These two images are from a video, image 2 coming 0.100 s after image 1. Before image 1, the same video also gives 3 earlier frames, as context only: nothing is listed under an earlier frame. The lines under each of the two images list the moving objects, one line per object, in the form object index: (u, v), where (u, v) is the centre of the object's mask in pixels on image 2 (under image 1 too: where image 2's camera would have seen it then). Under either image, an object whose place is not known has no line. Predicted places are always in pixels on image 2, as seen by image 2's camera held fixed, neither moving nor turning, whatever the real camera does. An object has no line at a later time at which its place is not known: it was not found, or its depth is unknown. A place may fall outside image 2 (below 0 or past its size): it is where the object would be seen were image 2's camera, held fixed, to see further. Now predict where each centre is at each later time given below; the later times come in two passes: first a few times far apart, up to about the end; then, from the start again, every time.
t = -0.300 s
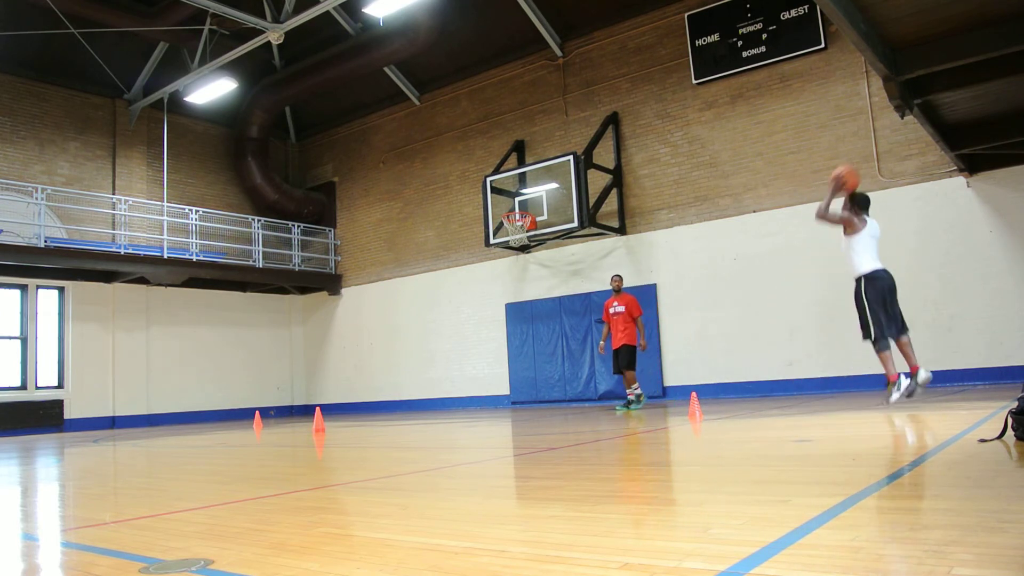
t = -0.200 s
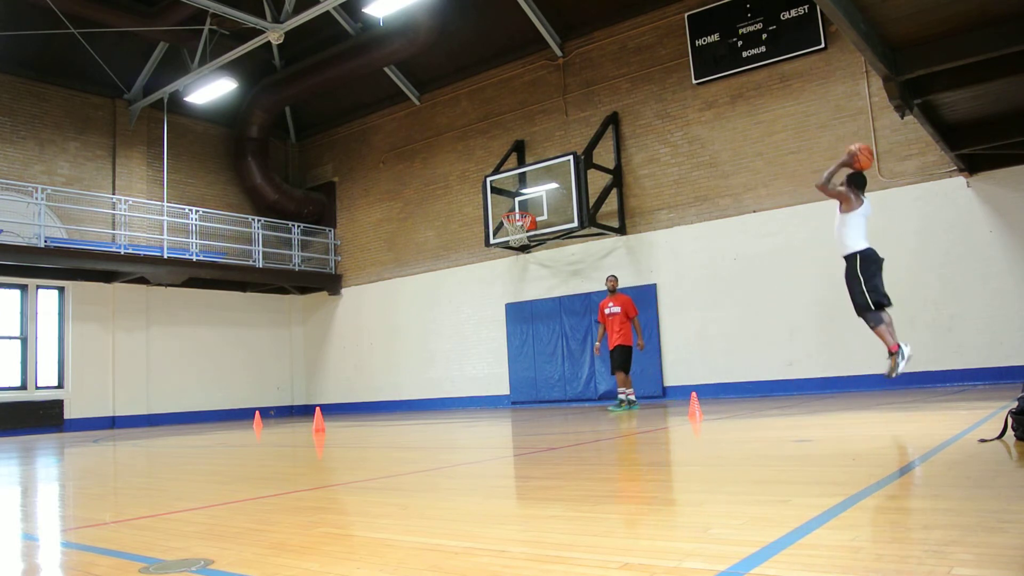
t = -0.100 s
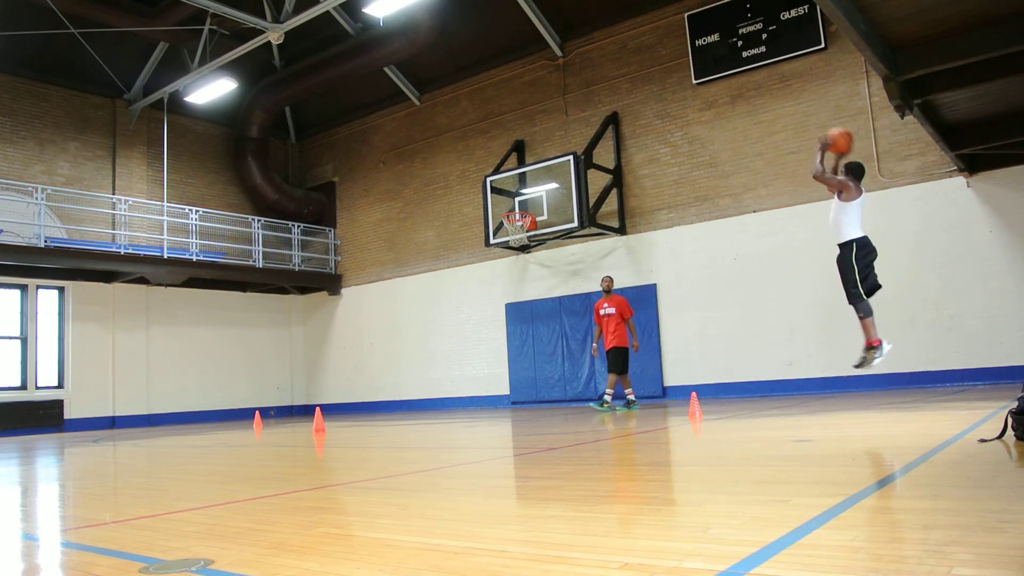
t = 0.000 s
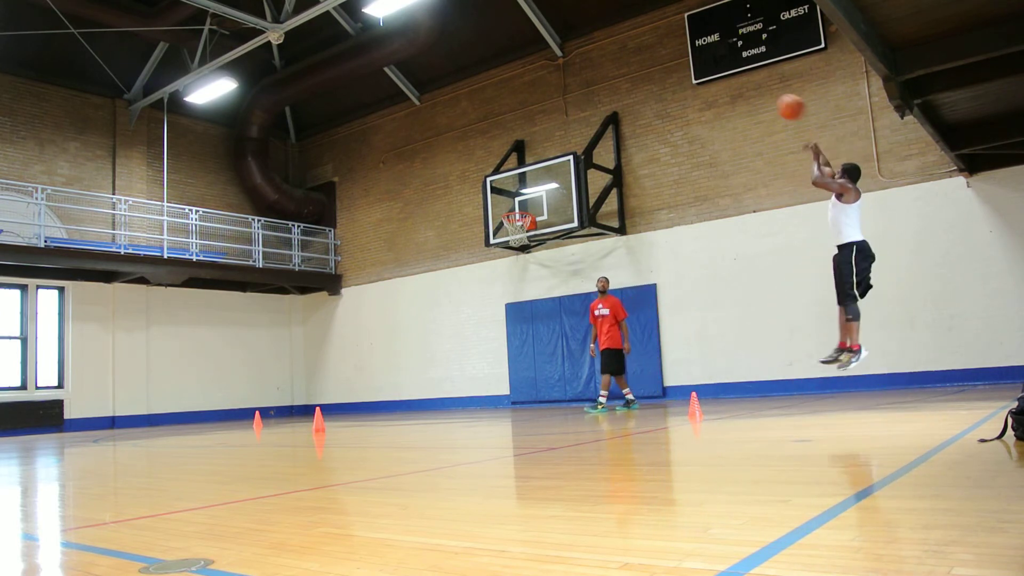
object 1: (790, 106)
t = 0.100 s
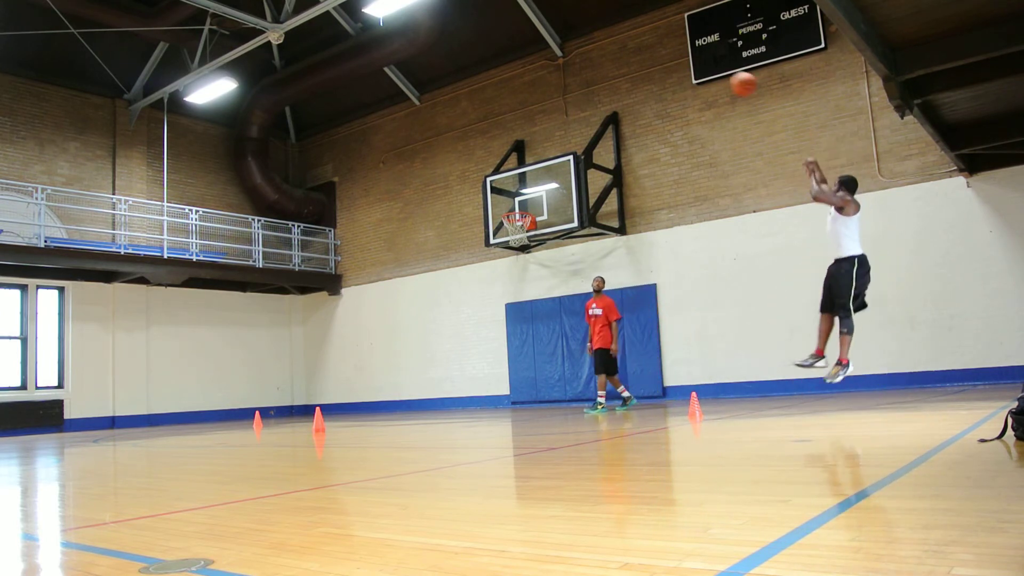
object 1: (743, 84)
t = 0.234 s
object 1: (691, 70)
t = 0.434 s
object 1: (629, 79)
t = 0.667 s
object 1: (577, 120)
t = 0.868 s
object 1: (543, 175)
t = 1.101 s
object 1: (508, 193)
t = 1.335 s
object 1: (475, 183)
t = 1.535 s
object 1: (450, 201)
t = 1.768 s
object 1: (423, 246)
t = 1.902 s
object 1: (409, 284)
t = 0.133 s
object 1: (729, 79)
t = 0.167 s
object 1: (715, 75)
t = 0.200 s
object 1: (703, 72)
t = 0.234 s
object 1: (691, 70)
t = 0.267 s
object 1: (679, 70)
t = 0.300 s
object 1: (669, 70)
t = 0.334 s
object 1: (658, 71)
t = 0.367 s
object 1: (648, 73)
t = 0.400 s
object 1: (638, 76)
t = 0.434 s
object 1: (629, 79)
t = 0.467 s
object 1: (621, 83)
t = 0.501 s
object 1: (613, 88)
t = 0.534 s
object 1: (605, 93)
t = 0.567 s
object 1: (597, 99)
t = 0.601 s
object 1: (590, 106)
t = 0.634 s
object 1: (583, 112)
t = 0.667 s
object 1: (577, 120)
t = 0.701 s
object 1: (570, 128)
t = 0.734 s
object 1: (565, 136)
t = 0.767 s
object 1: (559, 145)
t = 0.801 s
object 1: (554, 154)
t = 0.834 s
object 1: (548, 165)
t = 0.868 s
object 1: (543, 175)
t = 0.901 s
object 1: (539, 185)
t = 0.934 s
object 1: (534, 197)
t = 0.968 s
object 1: (528, 207)
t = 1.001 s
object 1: (524, 207)
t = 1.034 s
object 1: (519, 201)
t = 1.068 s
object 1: (513, 196)
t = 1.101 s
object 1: (508, 193)
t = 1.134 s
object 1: (503, 190)
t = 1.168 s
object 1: (498, 187)
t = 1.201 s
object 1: (494, 185)
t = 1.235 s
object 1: (489, 183)
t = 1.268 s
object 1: (484, 183)
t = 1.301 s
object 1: (480, 183)
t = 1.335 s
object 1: (475, 183)
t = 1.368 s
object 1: (471, 185)
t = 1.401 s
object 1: (466, 187)
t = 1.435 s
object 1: (462, 189)
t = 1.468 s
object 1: (458, 192)
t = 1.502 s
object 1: (453, 196)
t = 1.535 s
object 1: (450, 201)
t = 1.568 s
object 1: (445, 205)
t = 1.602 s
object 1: (442, 210)
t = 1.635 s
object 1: (438, 216)
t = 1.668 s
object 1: (434, 223)
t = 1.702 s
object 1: (431, 230)
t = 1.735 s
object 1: (427, 238)
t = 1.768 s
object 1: (423, 246)
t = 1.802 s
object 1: (420, 254)
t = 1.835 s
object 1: (416, 263)
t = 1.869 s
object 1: (413, 273)
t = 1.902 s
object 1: (409, 284)
